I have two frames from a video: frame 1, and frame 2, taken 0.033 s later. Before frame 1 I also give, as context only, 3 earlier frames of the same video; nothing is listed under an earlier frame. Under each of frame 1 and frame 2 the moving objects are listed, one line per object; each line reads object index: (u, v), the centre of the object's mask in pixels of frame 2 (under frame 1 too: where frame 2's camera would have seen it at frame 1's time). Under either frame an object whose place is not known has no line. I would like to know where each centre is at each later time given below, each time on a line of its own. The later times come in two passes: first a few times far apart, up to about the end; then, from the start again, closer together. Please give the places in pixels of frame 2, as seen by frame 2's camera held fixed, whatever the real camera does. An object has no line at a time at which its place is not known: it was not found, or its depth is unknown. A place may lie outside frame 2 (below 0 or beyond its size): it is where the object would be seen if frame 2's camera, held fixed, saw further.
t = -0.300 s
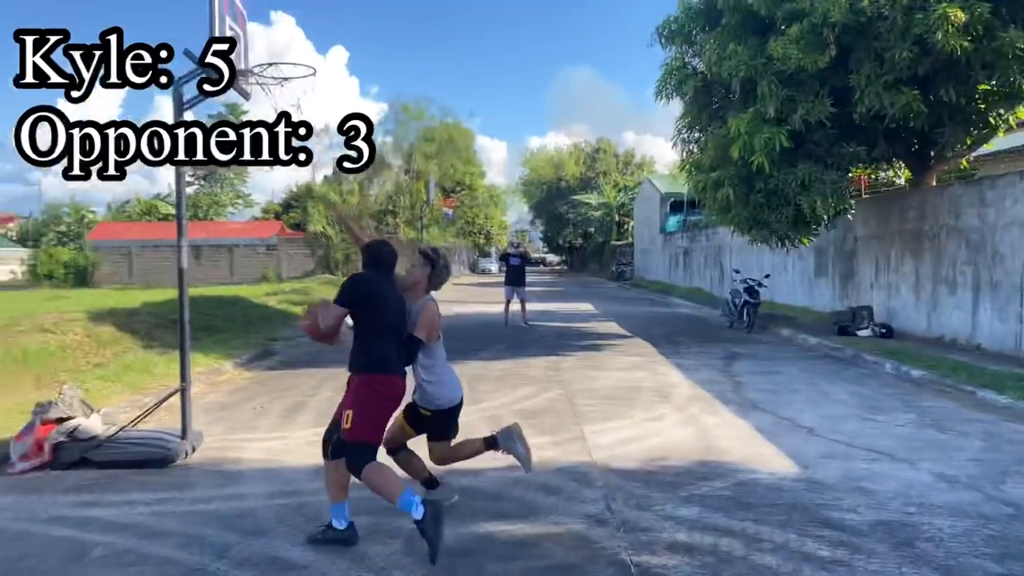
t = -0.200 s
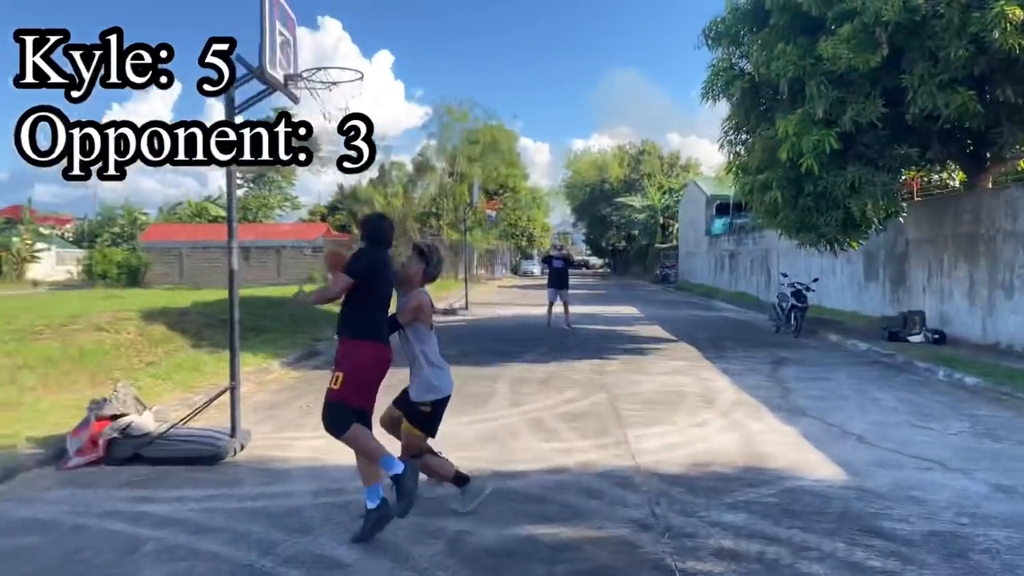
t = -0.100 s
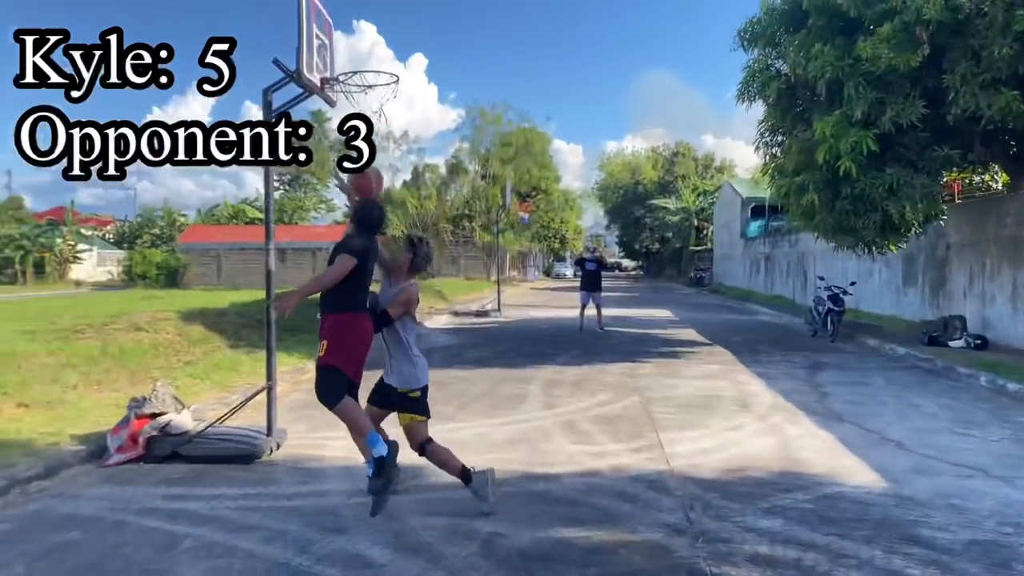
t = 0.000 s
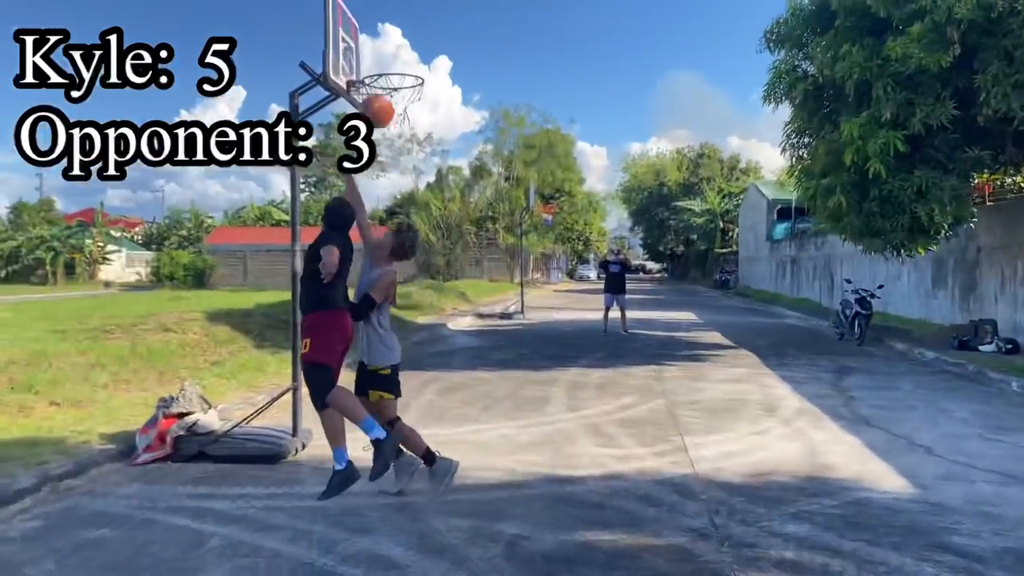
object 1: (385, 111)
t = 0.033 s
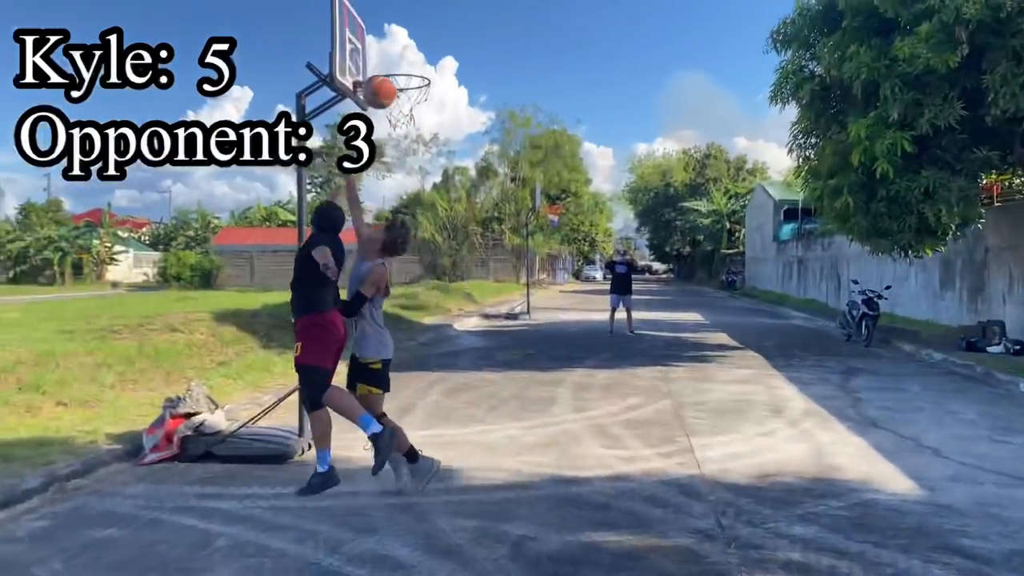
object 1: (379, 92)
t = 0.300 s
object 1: (370, 8)
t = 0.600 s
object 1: (403, 46)
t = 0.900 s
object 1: (437, 182)
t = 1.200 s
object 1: (468, 398)
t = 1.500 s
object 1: (469, 259)
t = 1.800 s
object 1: (471, 185)
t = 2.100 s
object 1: (469, 200)
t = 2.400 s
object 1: (470, 294)
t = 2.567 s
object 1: (466, 376)
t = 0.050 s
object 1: (377, 83)
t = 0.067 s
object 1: (376, 73)
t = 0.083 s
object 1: (373, 66)
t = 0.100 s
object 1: (370, 58)
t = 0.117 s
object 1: (369, 51)
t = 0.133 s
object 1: (367, 43)
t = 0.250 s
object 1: (363, 13)
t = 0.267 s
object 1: (365, 10)
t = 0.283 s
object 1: (368, 8)
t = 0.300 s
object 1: (370, 8)
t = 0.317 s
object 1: (371, 7)
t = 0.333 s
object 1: (373, 6)
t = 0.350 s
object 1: (376, 6)
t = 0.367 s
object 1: (377, 6)
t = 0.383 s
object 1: (379, 7)
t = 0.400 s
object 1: (381, 8)
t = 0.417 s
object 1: (383, 10)
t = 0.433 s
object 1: (385, 11)
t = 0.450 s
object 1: (387, 13)
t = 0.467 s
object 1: (389, 15)
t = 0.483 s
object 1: (391, 18)
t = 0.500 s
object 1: (392, 21)
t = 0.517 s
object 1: (395, 24)
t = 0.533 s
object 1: (397, 28)
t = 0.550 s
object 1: (398, 33)
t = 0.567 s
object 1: (400, 37)
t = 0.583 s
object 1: (402, 41)
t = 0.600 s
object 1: (403, 46)
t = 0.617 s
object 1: (406, 51)
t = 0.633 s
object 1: (407, 57)
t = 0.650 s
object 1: (409, 62)
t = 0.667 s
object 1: (411, 69)
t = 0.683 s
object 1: (413, 75)
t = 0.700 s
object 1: (415, 82)
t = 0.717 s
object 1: (417, 89)
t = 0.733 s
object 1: (418, 96)
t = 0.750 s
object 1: (420, 104)
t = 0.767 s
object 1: (422, 112)
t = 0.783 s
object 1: (424, 119)
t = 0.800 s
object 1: (426, 128)
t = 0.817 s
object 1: (427, 136)
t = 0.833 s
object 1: (429, 145)
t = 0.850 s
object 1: (431, 155)
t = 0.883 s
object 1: (435, 172)
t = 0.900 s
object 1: (437, 182)
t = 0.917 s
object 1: (439, 193)
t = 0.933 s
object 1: (441, 203)
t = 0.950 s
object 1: (443, 213)
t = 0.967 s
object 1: (446, 223)
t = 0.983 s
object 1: (447, 236)
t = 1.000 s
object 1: (448, 248)
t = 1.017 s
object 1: (450, 257)
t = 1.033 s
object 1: (450, 269)
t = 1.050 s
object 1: (453, 282)
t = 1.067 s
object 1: (454, 293)
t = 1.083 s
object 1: (456, 305)
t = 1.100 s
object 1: (457, 317)
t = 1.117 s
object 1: (460, 330)
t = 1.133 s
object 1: (460, 343)
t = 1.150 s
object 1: (462, 357)
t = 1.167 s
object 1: (464, 370)
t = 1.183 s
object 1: (465, 384)
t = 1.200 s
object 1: (468, 398)
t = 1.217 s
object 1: (469, 412)
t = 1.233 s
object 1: (469, 414)
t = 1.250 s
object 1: (470, 401)
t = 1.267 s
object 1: (470, 390)
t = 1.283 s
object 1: (469, 378)
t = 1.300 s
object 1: (469, 367)
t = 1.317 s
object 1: (469, 356)
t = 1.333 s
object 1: (468, 345)
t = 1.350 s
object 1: (469, 335)
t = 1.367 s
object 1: (468, 326)
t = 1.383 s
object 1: (467, 317)
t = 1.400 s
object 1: (467, 307)
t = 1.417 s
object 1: (467, 299)
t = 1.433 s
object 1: (467, 290)
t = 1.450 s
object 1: (467, 283)
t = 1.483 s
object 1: (467, 267)
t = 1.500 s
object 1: (469, 259)
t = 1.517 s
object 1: (469, 254)
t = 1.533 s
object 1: (469, 247)
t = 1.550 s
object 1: (467, 240)
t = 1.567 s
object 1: (469, 234)
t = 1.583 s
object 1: (468, 229)
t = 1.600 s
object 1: (467, 225)
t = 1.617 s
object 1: (468, 219)
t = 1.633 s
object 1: (467, 215)
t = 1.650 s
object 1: (468, 213)
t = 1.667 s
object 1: (469, 206)
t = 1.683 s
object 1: (468, 203)
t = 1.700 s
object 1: (469, 200)
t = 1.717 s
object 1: (469, 197)
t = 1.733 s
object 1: (469, 192)
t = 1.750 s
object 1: (469, 189)
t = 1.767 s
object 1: (469, 187)
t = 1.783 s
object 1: (469, 187)
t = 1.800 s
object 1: (471, 185)
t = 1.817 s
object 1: (470, 184)
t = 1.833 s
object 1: (469, 183)
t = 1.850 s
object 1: (470, 182)
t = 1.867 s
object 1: (469, 181)
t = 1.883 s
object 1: (469, 181)
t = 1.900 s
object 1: (469, 181)
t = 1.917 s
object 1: (469, 181)
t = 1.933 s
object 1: (469, 181)
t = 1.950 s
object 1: (469, 182)
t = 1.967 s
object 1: (469, 182)
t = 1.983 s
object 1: (470, 183)
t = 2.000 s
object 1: (470, 184)
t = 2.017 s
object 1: (469, 184)
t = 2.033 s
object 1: (469, 188)
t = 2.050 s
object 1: (468, 189)
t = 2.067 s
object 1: (468, 193)
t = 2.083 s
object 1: (469, 196)
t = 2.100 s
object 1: (469, 200)
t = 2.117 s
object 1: (469, 203)
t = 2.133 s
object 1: (469, 206)
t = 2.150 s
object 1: (469, 208)
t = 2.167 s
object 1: (470, 213)
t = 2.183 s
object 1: (471, 218)
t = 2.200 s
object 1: (471, 221)
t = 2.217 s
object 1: (471, 226)
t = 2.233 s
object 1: (472, 233)
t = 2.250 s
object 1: (472, 239)
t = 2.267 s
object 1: (471, 243)
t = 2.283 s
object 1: (471, 249)
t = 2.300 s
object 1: (471, 255)
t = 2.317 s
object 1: (473, 260)
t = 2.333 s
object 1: (471, 268)
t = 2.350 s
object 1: (471, 274)
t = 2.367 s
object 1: (470, 280)
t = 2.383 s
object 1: (470, 287)
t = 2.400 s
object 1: (470, 294)
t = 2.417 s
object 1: (469, 301)
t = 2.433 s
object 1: (469, 309)
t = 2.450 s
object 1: (469, 316)
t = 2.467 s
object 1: (468, 324)
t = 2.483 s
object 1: (469, 331)
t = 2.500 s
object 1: (469, 341)
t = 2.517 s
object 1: (468, 349)
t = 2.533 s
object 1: (468, 357)
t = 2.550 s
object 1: (467, 366)
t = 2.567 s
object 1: (466, 376)
